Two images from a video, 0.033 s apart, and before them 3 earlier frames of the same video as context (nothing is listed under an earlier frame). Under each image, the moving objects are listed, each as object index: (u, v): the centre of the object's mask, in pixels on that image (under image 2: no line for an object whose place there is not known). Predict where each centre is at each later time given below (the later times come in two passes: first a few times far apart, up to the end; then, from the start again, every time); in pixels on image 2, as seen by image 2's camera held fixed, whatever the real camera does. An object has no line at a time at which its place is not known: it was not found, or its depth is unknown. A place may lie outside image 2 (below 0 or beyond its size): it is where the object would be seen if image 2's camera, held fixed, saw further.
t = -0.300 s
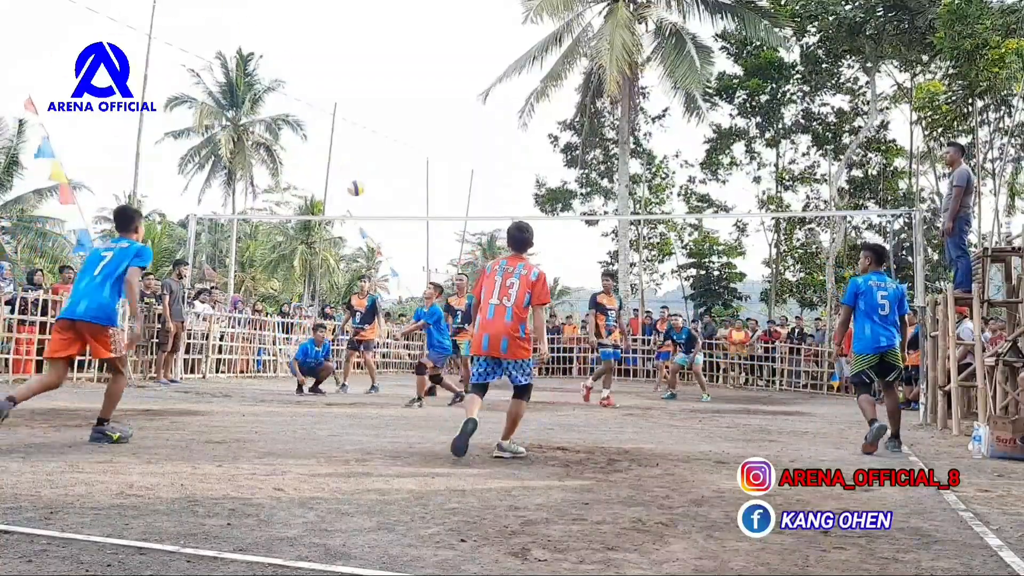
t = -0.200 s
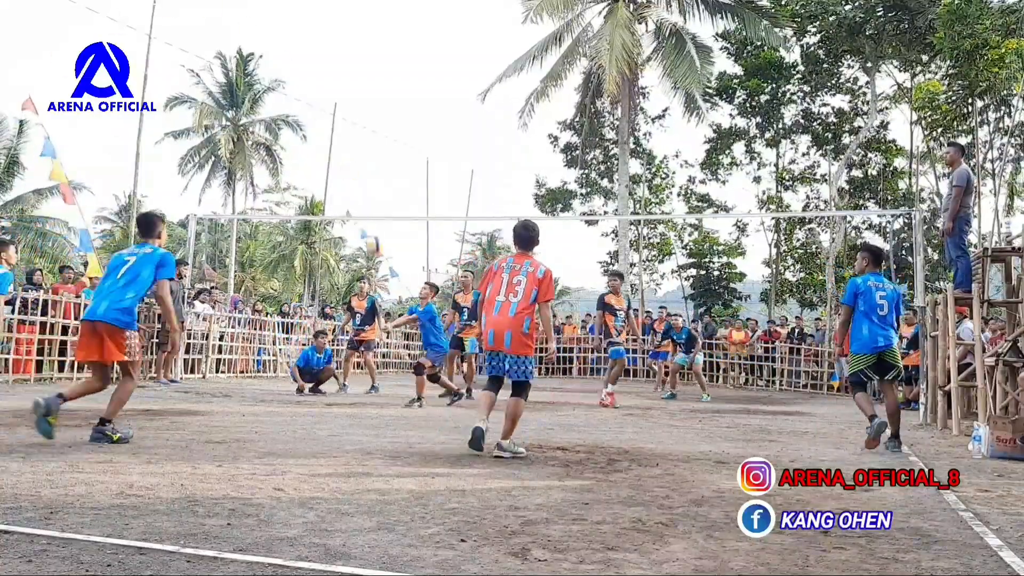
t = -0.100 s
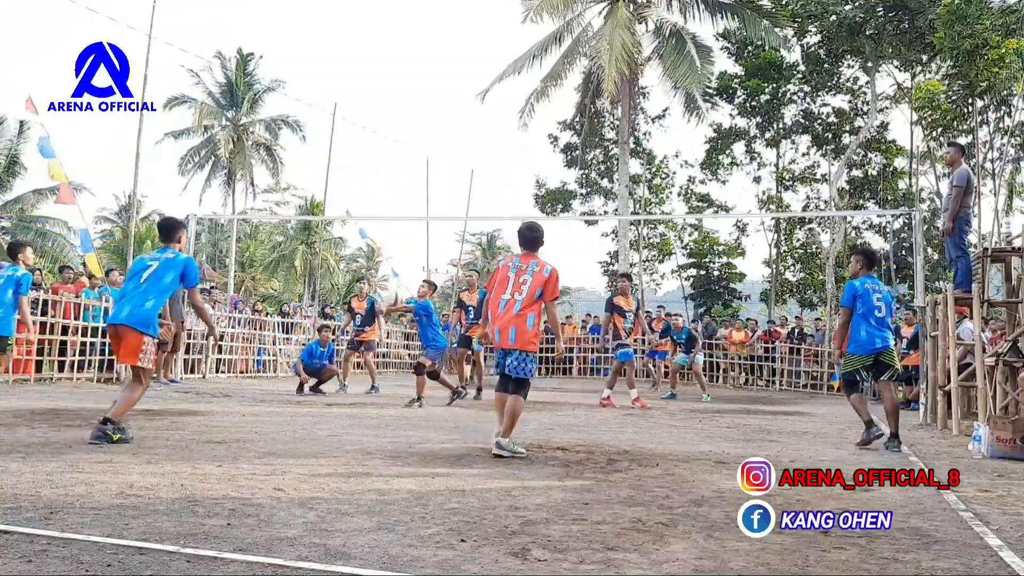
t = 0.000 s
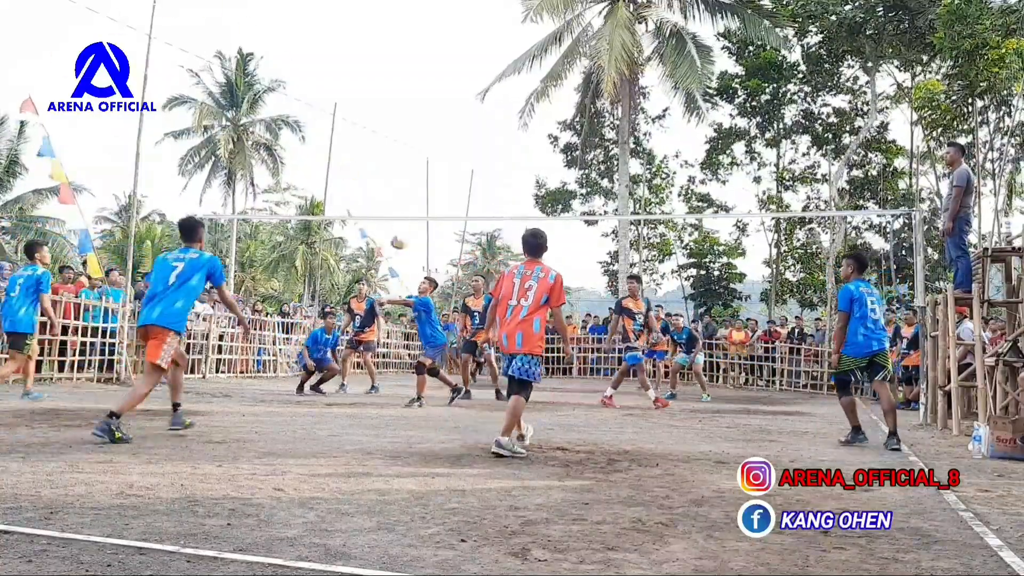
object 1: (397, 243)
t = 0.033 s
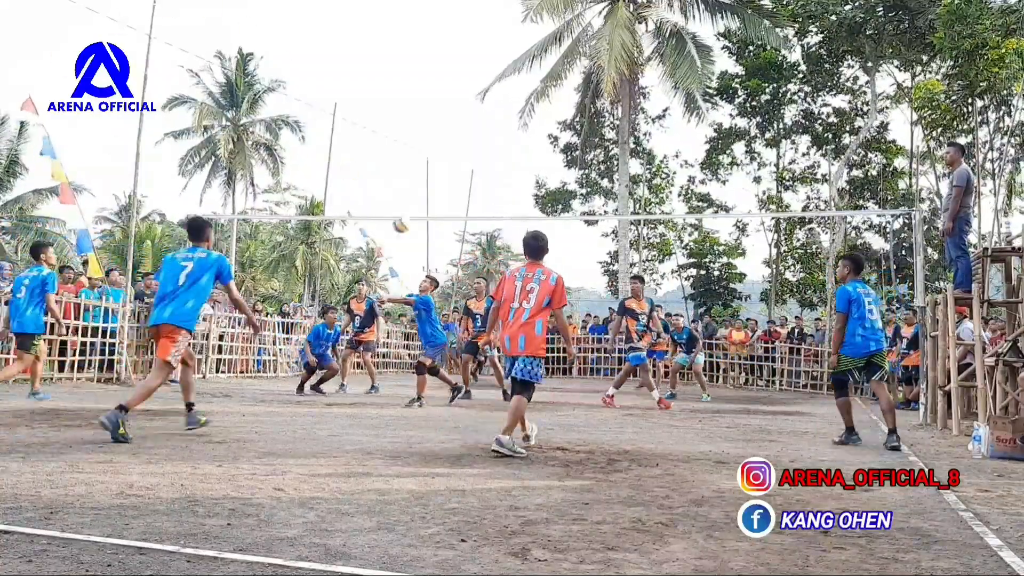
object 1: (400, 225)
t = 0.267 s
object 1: (413, 135)
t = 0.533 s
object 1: (425, 85)
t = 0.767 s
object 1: (432, 93)
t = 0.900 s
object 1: (435, 118)
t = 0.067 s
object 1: (402, 210)
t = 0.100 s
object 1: (403, 195)
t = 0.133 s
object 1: (405, 181)
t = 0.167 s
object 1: (407, 168)
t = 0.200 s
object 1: (409, 156)
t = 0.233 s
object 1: (411, 145)
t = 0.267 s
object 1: (413, 135)
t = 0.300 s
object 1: (414, 126)
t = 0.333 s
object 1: (416, 118)
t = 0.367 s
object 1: (417, 110)
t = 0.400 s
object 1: (419, 103)
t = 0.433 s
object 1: (420, 97)
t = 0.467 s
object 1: (421, 92)
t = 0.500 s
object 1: (423, 88)
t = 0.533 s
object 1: (425, 85)
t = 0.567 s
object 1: (426, 84)
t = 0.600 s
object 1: (426, 83)
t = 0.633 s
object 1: (428, 83)
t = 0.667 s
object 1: (429, 84)
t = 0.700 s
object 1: (430, 87)
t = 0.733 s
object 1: (431, 90)
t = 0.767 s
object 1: (432, 93)
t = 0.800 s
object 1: (433, 98)
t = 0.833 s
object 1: (434, 103)
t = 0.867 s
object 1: (434, 111)
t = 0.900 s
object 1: (435, 118)
